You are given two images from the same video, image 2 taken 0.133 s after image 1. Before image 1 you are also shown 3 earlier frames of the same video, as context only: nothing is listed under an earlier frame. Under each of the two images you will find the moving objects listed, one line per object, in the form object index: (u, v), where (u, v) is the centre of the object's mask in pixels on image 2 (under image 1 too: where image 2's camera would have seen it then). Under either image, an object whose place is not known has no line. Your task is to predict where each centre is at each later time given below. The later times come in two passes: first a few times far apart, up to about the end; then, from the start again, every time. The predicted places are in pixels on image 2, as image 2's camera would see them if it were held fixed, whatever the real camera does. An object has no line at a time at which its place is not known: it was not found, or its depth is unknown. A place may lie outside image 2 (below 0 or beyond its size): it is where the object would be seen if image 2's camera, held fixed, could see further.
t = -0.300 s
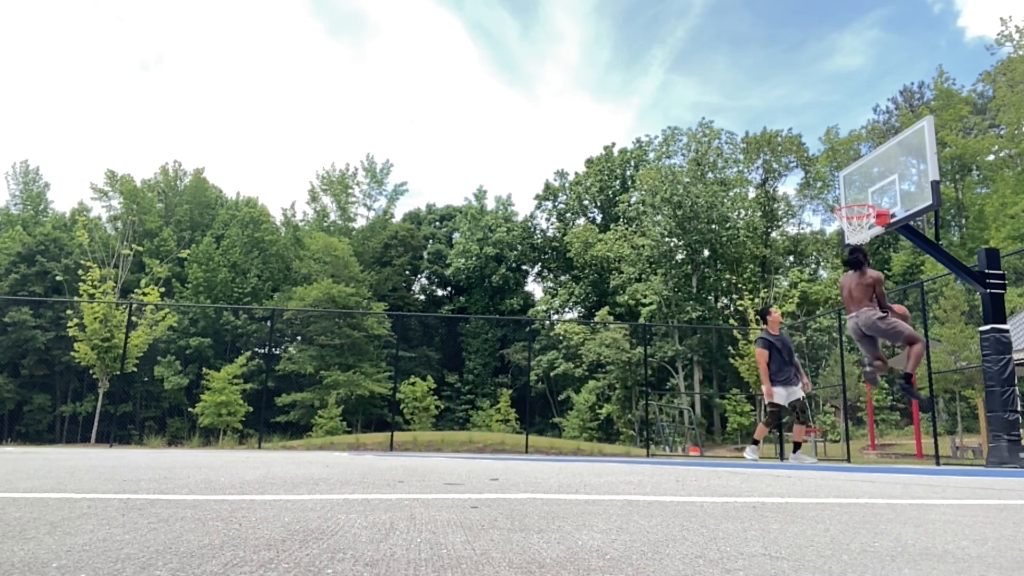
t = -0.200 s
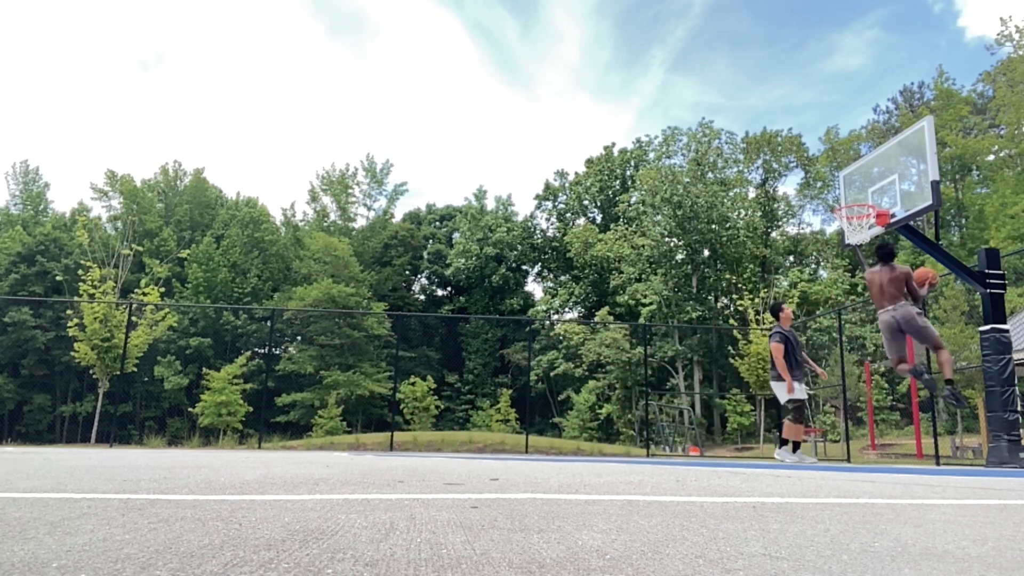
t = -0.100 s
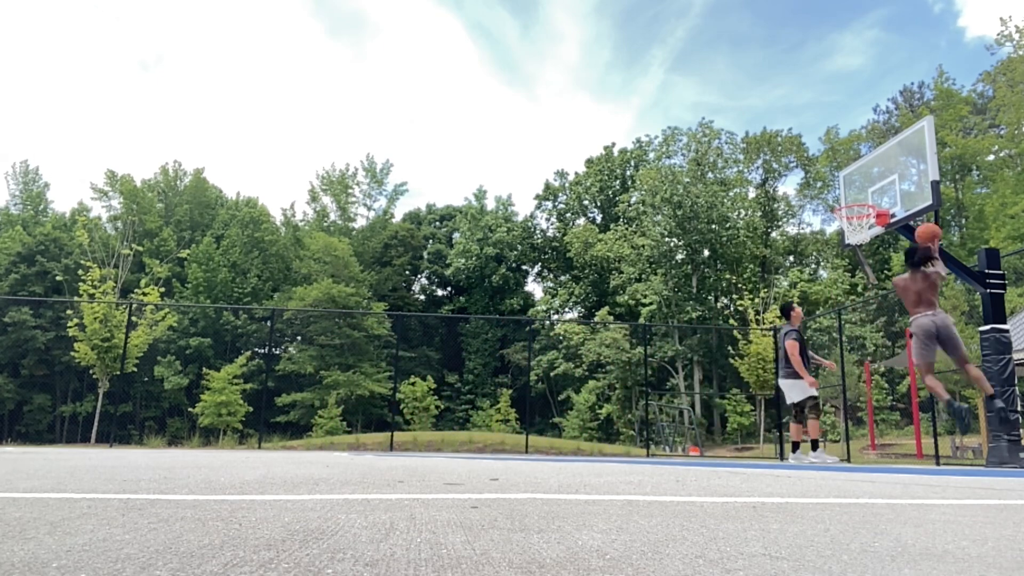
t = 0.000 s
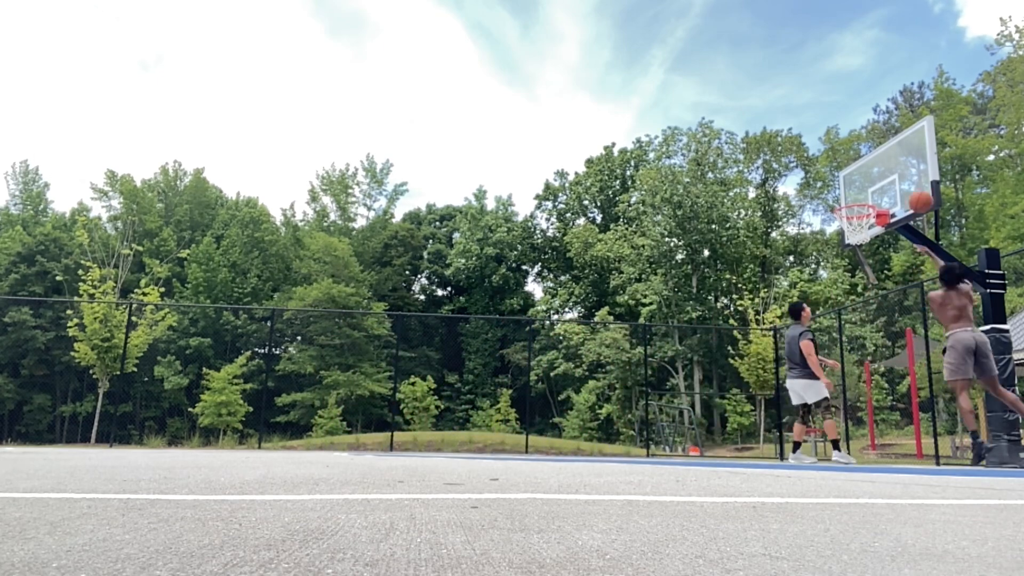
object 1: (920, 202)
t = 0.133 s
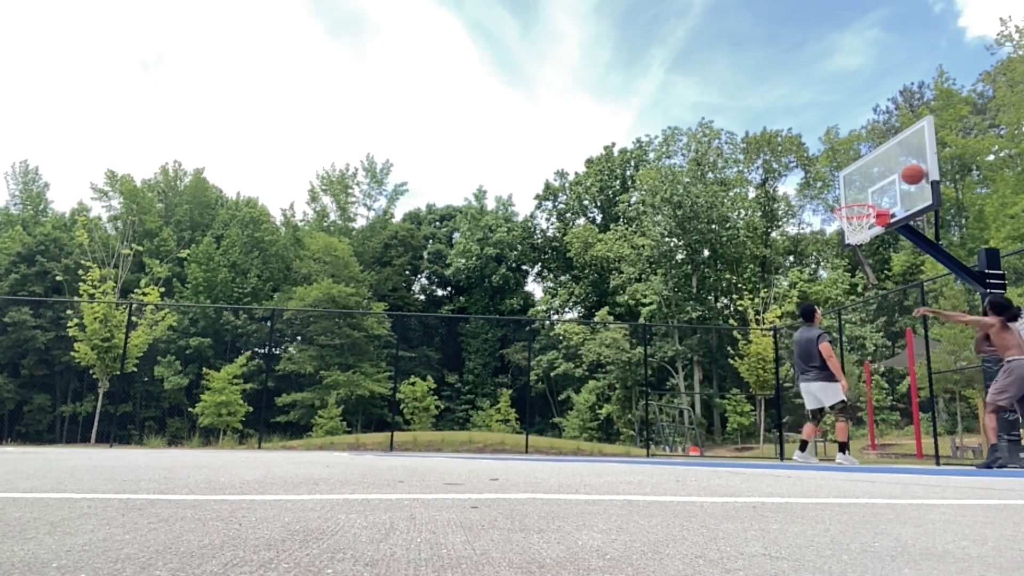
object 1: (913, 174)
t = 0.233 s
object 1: (902, 166)
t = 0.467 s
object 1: (875, 181)
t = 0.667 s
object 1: (871, 181)
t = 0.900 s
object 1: (882, 181)
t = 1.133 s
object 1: (897, 224)
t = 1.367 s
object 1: (918, 315)
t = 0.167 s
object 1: (911, 170)
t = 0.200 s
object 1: (907, 168)
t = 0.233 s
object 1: (902, 166)
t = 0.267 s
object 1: (898, 166)
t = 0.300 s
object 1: (894, 167)
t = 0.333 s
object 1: (890, 167)
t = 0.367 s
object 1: (886, 170)
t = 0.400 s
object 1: (883, 172)
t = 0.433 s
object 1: (879, 176)
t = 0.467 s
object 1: (875, 181)
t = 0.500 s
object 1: (872, 187)
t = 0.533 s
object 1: (868, 192)
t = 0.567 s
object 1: (867, 194)
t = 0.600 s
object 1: (869, 189)
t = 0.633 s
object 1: (870, 185)
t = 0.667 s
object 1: (871, 181)
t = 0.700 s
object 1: (873, 179)
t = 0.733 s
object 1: (874, 177)
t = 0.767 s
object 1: (876, 176)
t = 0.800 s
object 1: (877, 176)
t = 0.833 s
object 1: (879, 177)
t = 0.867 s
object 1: (881, 178)
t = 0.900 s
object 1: (882, 181)
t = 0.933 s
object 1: (884, 184)
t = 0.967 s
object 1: (886, 189)
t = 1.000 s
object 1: (888, 194)
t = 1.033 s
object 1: (890, 200)
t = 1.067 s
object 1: (893, 207)
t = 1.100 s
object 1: (896, 216)
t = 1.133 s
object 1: (897, 224)
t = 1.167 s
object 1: (900, 234)
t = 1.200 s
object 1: (902, 245)
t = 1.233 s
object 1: (906, 257)
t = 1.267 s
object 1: (908, 270)
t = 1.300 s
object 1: (911, 284)
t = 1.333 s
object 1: (915, 299)
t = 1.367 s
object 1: (918, 315)
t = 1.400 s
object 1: (921, 332)
